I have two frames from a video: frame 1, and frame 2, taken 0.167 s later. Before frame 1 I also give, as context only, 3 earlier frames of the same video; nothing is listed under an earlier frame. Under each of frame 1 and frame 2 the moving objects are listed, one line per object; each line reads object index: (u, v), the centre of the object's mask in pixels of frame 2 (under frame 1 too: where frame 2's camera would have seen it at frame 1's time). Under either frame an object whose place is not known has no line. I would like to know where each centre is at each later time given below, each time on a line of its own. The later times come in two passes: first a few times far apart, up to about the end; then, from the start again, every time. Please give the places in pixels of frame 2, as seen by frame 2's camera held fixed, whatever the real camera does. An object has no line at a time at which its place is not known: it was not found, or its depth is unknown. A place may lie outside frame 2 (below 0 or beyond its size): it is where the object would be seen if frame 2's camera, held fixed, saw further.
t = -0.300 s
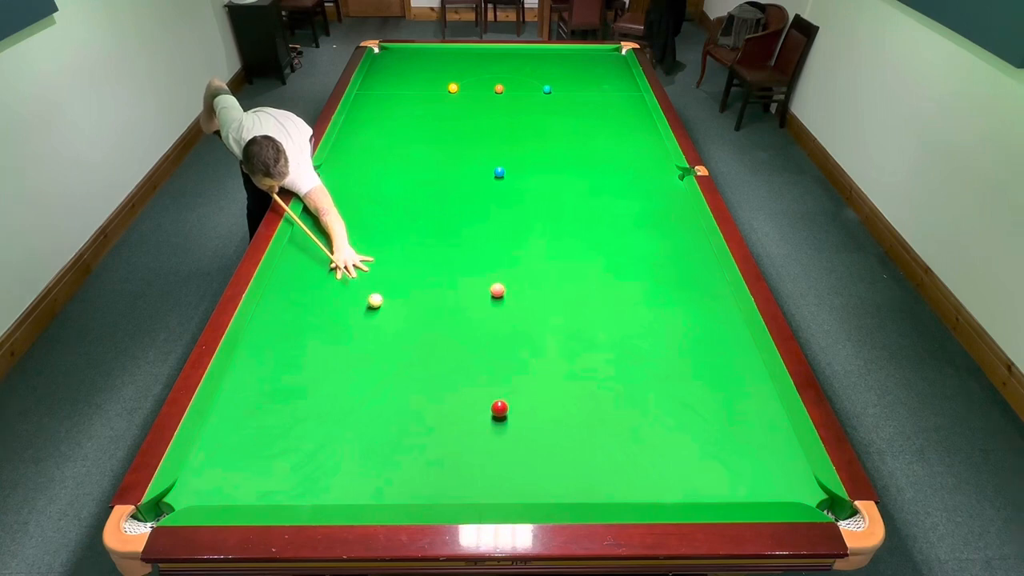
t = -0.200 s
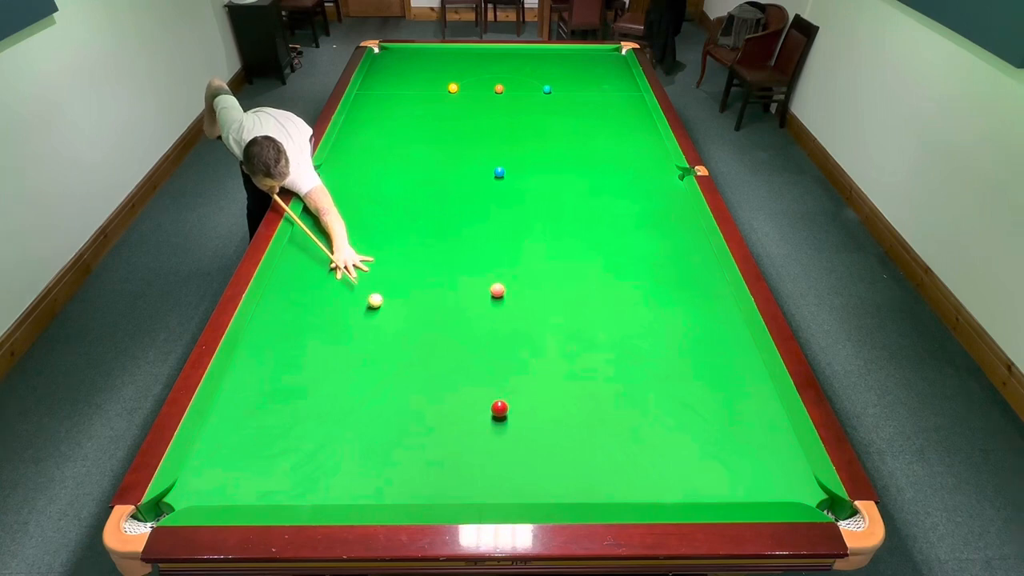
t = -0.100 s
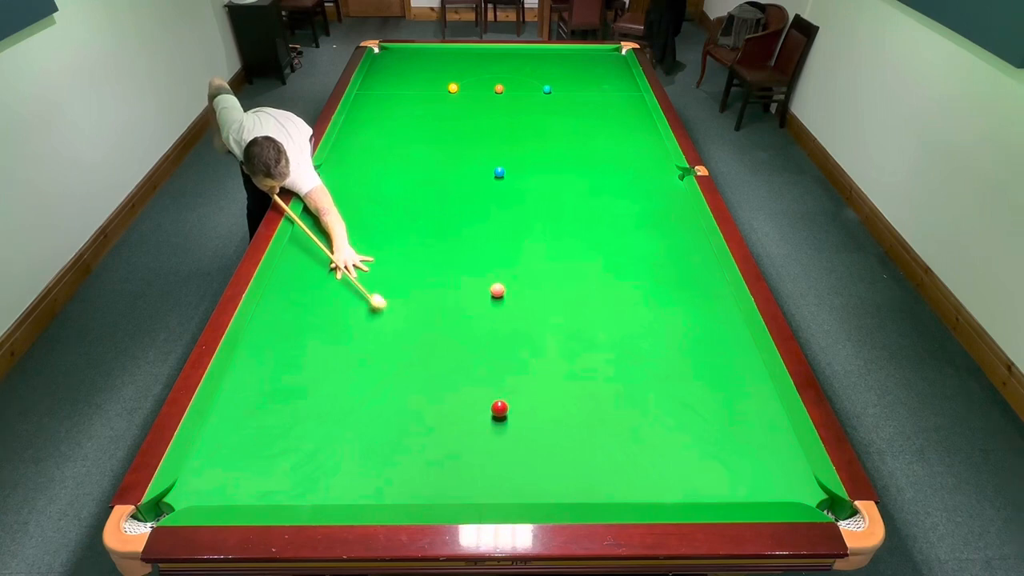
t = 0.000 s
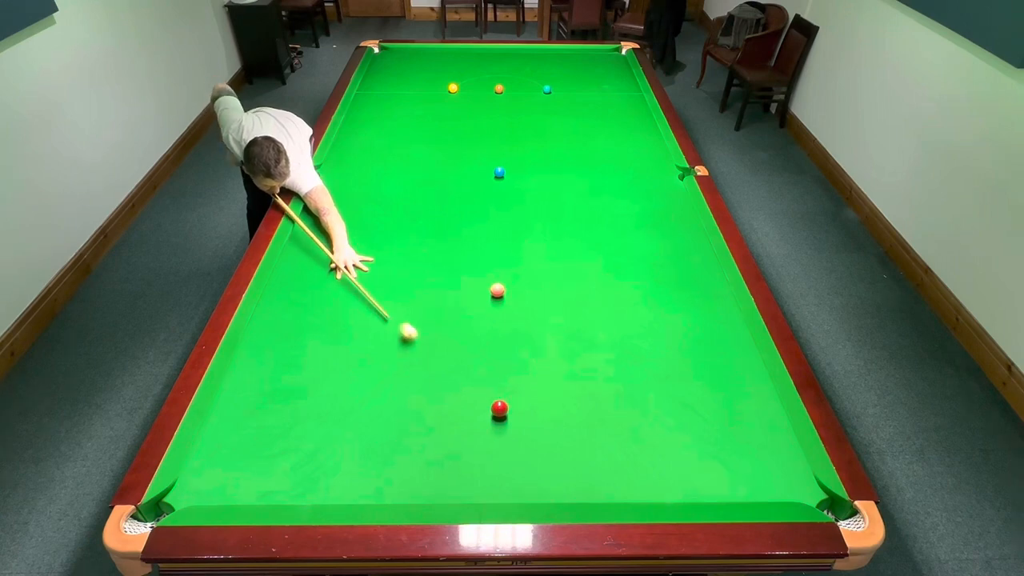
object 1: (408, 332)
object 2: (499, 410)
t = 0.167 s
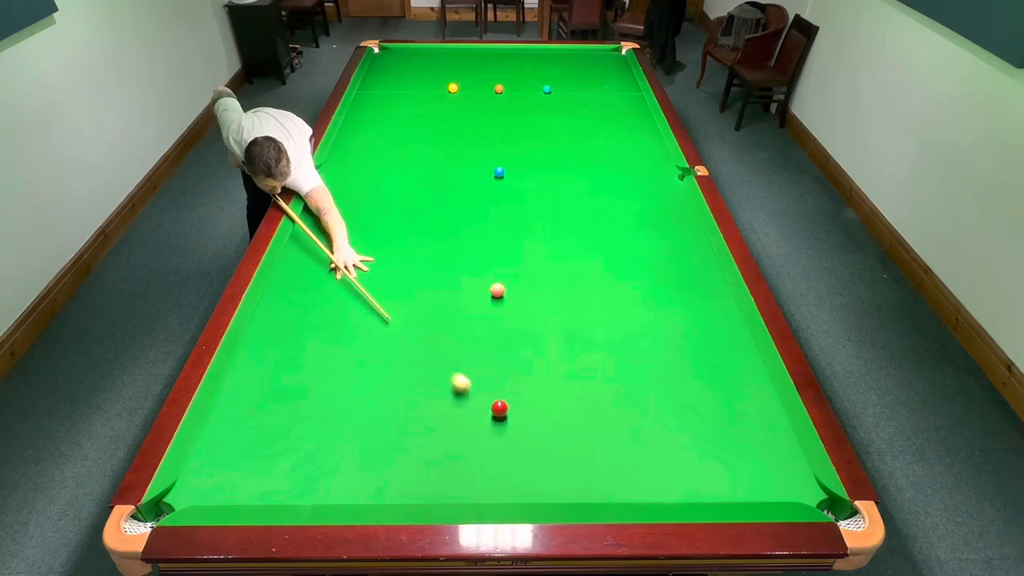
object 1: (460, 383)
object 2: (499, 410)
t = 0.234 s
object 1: (481, 404)
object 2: (500, 410)
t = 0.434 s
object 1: (472, 437)
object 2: (562, 428)
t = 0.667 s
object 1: (460, 473)
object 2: (628, 447)
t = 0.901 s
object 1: (446, 487)
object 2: (695, 465)
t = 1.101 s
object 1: (435, 469)
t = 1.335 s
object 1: (425, 451)
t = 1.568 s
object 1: (414, 434)
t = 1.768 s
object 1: (407, 422)
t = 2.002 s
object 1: (398, 409)
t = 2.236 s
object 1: (391, 397)
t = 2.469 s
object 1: (384, 386)
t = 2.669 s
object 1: (379, 379)
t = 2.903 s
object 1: (374, 370)
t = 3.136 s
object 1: (369, 363)
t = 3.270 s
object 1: (367, 359)
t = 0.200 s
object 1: (471, 393)
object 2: (499, 410)
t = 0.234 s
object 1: (481, 404)
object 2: (500, 410)
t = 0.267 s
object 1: (481, 411)
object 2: (510, 413)
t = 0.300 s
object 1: (479, 417)
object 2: (522, 416)
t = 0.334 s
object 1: (478, 422)
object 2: (532, 419)
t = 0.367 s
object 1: (476, 427)
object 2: (543, 423)
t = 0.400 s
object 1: (474, 432)
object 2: (553, 425)
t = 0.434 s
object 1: (472, 437)
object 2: (562, 428)
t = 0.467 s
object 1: (471, 442)
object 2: (572, 431)
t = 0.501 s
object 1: (469, 447)
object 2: (581, 433)
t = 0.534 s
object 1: (467, 452)
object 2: (590, 436)
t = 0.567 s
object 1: (465, 457)
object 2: (599, 439)
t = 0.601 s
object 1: (464, 463)
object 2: (609, 441)
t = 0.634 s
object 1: (462, 468)
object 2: (618, 444)
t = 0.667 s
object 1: (460, 473)
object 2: (628, 447)
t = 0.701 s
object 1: (458, 478)
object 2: (637, 449)
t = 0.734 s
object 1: (456, 484)
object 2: (646, 452)
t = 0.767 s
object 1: (454, 489)
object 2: (656, 455)
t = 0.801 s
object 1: (453, 493)
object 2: (666, 457)
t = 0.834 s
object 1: (450, 494)
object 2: (675, 460)
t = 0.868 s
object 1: (448, 491)
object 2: (685, 462)
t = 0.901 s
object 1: (446, 487)
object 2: (695, 465)
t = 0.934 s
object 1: (445, 483)
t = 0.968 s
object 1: (443, 480)
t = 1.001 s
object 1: (441, 477)
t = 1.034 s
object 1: (439, 474)
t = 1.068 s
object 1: (437, 472)
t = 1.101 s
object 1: (435, 469)
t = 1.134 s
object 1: (434, 466)
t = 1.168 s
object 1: (432, 464)
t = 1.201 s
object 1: (431, 461)
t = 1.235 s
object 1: (429, 458)
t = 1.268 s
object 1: (428, 456)
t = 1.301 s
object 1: (426, 453)
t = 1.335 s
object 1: (425, 451)
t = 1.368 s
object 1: (423, 448)
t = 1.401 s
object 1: (421, 446)
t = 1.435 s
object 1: (420, 444)
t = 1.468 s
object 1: (418, 441)
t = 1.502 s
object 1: (417, 439)
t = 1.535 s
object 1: (416, 437)
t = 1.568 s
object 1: (414, 434)
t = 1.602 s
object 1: (413, 432)
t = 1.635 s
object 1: (411, 430)
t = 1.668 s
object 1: (410, 428)
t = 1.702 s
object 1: (409, 426)
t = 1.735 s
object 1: (408, 424)
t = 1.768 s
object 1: (407, 422)
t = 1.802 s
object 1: (405, 420)
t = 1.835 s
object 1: (404, 418)
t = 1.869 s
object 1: (403, 416)
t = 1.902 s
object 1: (401, 414)
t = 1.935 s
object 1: (400, 412)
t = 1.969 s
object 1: (399, 410)
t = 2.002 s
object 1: (398, 409)
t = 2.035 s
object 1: (397, 407)
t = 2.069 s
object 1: (396, 405)
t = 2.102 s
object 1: (395, 404)
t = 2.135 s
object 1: (394, 402)
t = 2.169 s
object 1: (393, 400)
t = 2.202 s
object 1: (392, 399)
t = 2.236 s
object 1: (391, 397)
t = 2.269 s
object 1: (390, 395)
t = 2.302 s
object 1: (389, 394)
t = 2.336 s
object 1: (388, 392)
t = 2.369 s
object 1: (387, 391)
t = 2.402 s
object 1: (386, 389)
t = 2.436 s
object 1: (385, 388)
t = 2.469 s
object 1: (384, 386)
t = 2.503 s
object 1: (383, 385)
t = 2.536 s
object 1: (382, 384)
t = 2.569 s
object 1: (381, 382)
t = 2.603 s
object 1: (380, 381)
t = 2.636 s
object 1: (380, 380)
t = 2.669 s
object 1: (379, 379)
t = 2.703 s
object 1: (378, 377)
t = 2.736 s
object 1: (377, 376)
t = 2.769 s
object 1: (377, 375)
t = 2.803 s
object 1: (376, 374)
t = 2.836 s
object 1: (375, 373)
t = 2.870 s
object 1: (375, 372)
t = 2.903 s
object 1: (374, 370)
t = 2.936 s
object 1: (373, 369)
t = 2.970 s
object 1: (373, 368)
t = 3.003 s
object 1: (372, 367)
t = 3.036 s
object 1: (371, 366)
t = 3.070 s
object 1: (370, 365)
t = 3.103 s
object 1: (370, 364)
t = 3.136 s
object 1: (369, 363)
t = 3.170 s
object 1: (369, 362)
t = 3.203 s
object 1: (368, 361)
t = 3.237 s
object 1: (367, 360)
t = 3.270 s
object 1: (367, 359)
